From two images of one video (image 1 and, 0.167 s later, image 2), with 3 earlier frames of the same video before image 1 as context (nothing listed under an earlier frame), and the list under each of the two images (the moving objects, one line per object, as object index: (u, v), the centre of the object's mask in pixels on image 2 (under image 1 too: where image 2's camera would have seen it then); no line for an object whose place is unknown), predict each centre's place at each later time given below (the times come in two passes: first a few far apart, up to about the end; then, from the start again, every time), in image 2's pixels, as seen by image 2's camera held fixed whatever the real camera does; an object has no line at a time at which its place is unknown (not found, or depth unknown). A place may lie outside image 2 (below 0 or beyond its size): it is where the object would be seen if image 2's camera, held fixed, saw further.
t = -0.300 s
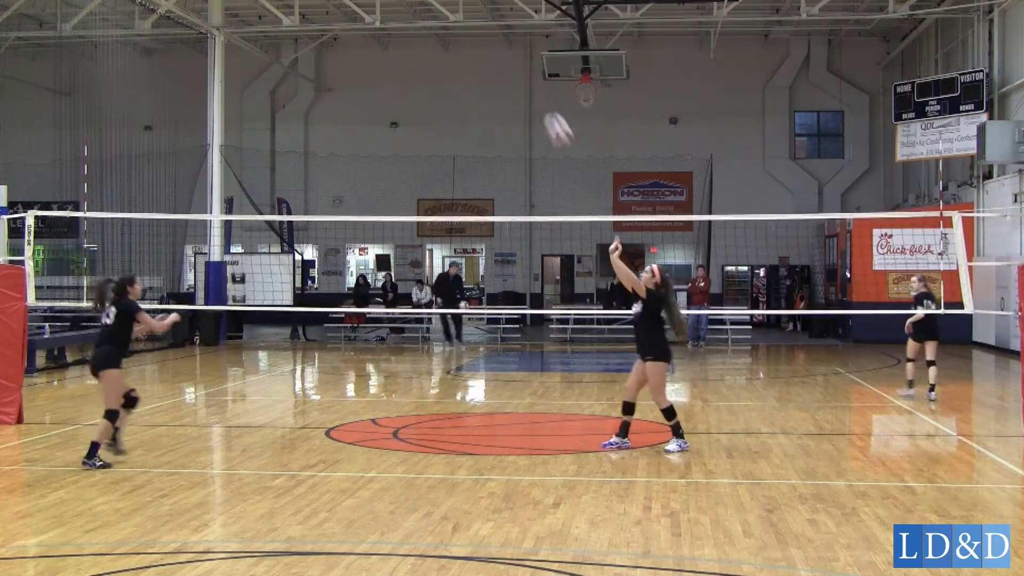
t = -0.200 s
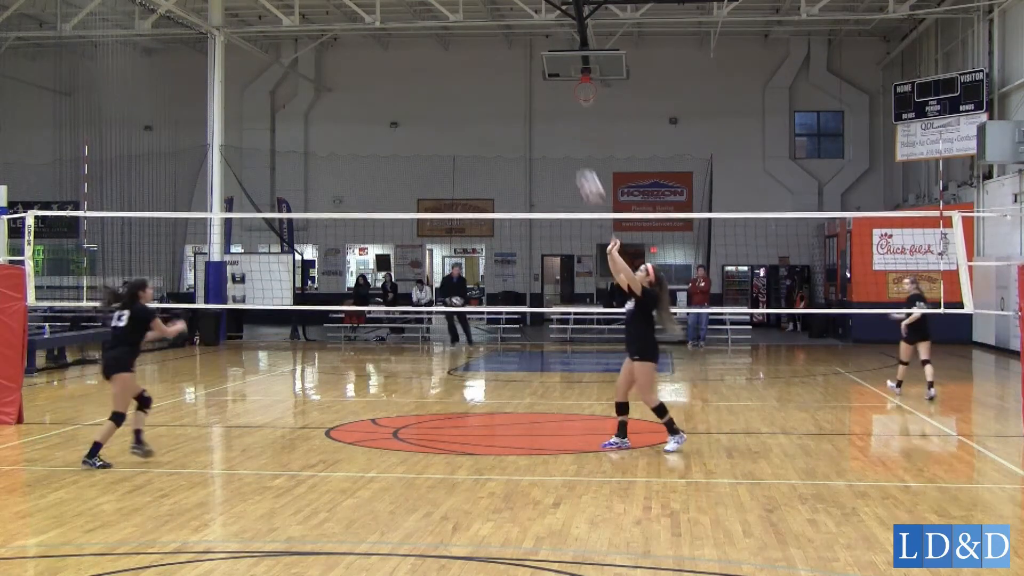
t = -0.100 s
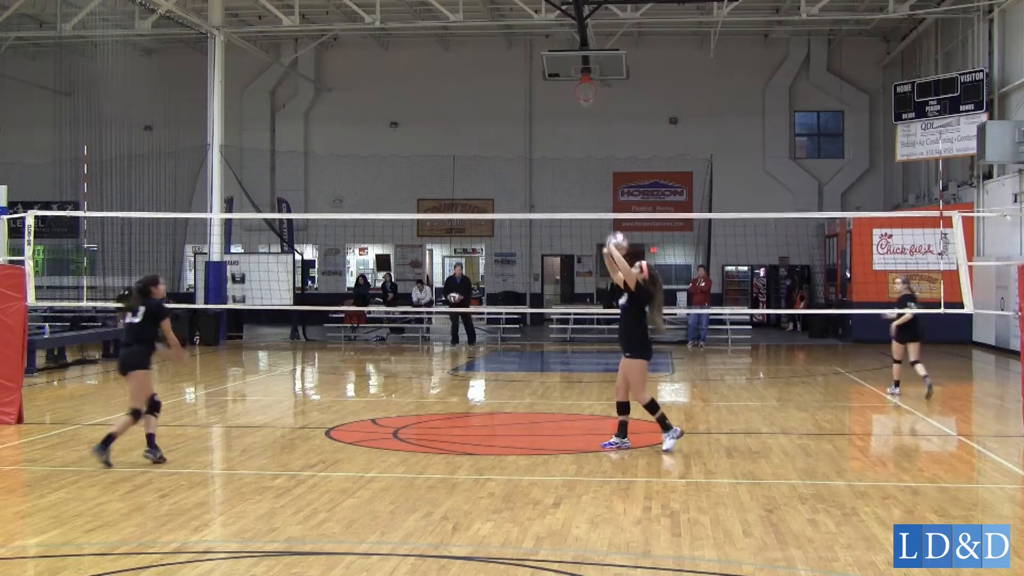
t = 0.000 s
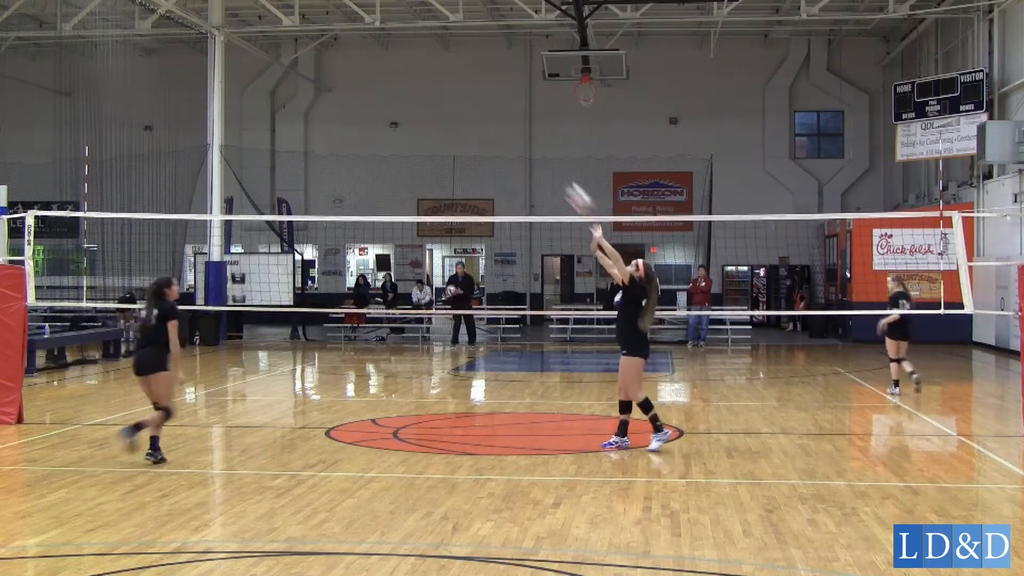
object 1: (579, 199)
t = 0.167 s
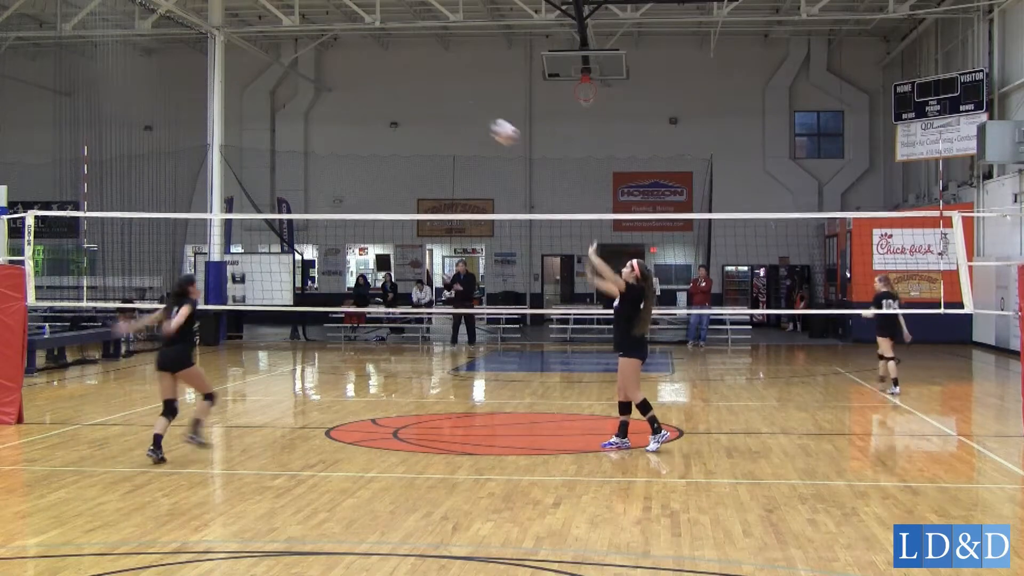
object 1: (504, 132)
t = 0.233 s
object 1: (476, 115)
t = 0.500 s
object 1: (367, 93)
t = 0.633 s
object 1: (315, 109)
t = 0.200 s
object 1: (490, 123)
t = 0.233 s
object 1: (476, 115)
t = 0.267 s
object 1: (461, 108)
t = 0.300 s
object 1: (447, 103)
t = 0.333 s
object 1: (434, 98)
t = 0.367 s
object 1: (420, 95)
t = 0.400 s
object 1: (406, 93)
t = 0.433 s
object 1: (393, 92)
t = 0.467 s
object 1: (380, 92)
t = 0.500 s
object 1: (367, 93)
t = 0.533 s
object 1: (354, 96)
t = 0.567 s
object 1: (341, 99)
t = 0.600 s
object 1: (328, 104)
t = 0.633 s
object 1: (315, 109)
